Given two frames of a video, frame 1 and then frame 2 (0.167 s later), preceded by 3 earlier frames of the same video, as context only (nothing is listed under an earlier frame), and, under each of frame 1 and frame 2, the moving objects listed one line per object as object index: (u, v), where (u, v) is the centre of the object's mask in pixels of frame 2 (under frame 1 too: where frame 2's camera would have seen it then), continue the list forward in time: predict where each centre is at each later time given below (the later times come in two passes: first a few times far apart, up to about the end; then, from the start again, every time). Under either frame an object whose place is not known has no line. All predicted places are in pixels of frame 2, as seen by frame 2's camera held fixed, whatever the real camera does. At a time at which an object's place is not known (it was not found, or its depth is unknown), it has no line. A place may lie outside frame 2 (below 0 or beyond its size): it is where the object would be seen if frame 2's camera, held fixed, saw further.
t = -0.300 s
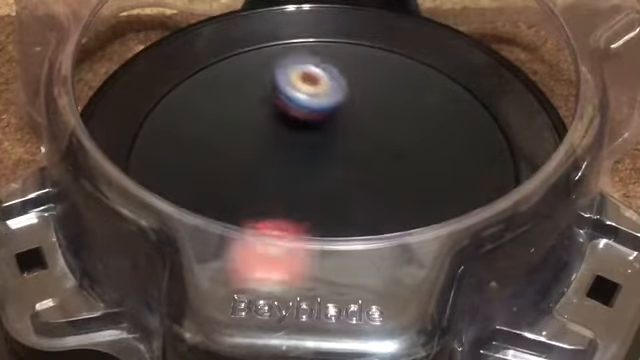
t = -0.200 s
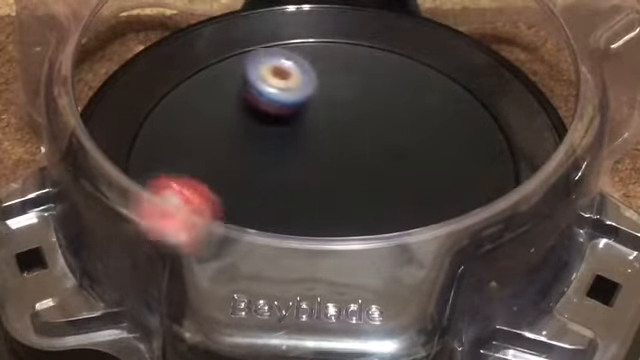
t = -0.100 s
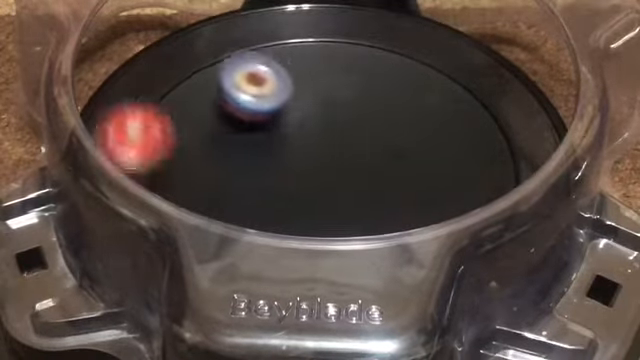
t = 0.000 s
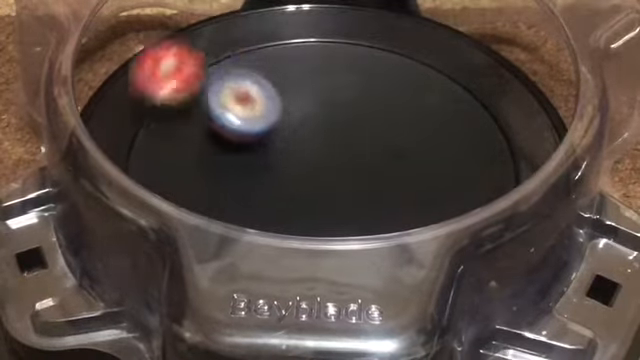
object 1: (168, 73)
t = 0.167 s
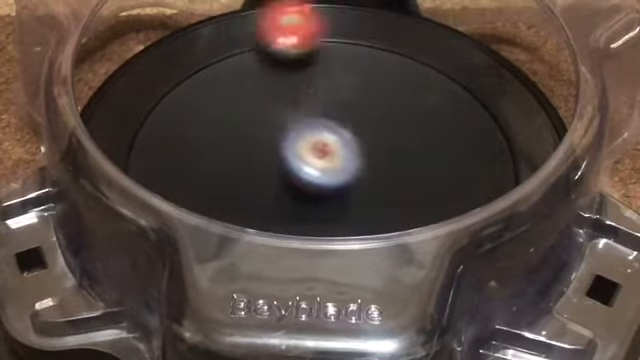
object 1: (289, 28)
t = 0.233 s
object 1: (348, 36)
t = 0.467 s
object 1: (451, 118)
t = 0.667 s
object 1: (399, 198)
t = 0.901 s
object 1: (215, 160)
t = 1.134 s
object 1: (267, 45)
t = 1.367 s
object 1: (435, 98)
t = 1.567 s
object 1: (442, 231)
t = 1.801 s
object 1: (210, 261)
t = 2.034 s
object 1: (151, 117)
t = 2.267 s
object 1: (324, 55)
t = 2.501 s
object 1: (487, 130)
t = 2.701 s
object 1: (459, 254)
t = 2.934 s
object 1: (224, 252)
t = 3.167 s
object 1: (189, 112)
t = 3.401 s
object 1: (340, 43)
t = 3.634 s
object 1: (487, 108)
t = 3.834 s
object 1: (443, 229)
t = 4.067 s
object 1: (228, 233)
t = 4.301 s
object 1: (172, 105)
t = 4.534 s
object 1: (312, 46)
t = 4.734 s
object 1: (439, 105)
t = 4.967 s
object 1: (421, 236)
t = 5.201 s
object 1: (222, 250)
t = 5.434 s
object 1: (180, 128)
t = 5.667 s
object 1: (324, 72)
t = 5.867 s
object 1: (453, 115)
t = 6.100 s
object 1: (446, 228)
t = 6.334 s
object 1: (262, 240)
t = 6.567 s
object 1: (204, 125)
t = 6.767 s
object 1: (297, 60)
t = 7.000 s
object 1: (433, 93)
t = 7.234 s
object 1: (422, 204)
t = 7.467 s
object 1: (250, 233)
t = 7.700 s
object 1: (180, 134)
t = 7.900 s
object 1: (272, 75)
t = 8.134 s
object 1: (413, 111)
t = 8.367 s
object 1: (428, 206)
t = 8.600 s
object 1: (278, 249)
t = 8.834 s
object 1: (209, 152)
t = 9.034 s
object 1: (290, 84)
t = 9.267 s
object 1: (422, 98)
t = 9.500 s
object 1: (437, 193)
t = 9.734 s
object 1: (285, 218)
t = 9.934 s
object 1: (202, 155)
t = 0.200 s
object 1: (320, 30)
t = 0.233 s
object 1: (348, 36)
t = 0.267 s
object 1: (373, 47)
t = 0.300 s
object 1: (397, 63)
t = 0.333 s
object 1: (415, 82)
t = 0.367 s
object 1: (430, 104)
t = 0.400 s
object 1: (440, 115)
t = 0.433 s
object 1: (447, 116)
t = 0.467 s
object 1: (451, 118)
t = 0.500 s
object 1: (452, 124)
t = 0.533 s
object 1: (450, 134)
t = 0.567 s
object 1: (445, 148)
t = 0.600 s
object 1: (436, 165)
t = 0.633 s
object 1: (421, 183)
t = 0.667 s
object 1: (399, 198)
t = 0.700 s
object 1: (372, 209)
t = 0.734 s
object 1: (343, 214)
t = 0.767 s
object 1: (311, 215)
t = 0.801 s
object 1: (282, 207)
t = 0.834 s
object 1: (254, 195)
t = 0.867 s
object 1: (232, 178)
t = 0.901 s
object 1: (215, 160)
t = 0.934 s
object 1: (206, 139)
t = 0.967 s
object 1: (202, 118)
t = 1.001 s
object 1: (205, 99)
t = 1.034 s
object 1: (214, 81)
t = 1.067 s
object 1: (227, 66)
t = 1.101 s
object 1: (246, 53)
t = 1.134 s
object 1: (267, 45)
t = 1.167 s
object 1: (293, 40)
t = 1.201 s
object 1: (321, 38)
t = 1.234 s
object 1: (349, 42)
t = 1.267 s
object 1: (373, 50)
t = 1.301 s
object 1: (397, 63)
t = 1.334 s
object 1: (418, 79)
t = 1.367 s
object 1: (435, 98)
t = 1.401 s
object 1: (451, 119)
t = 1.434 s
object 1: (464, 141)
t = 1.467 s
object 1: (471, 164)
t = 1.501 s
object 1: (466, 182)
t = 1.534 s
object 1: (459, 209)
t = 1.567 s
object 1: (442, 231)
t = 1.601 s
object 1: (421, 250)
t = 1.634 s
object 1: (393, 269)
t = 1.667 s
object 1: (354, 276)
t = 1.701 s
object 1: (317, 279)
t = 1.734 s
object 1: (281, 275)
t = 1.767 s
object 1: (242, 271)
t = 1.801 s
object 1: (210, 261)
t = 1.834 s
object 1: (181, 246)
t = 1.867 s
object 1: (160, 225)
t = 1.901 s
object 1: (147, 202)
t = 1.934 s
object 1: (138, 180)
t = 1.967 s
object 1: (140, 153)
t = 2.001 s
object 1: (141, 136)
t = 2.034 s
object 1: (151, 117)
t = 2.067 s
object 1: (168, 99)
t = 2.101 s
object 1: (189, 84)
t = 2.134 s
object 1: (213, 72)
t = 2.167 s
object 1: (238, 63)
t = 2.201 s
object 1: (264, 58)
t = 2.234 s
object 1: (293, 55)
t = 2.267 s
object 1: (324, 55)
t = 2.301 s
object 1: (354, 57)
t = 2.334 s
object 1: (380, 63)
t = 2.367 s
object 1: (408, 72)
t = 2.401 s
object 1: (431, 83)
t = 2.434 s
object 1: (453, 96)
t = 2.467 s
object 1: (472, 112)
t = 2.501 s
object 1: (487, 130)
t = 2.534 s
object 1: (497, 149)
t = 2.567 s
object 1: (498, 165)
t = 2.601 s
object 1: (498, 191)
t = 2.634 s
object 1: (492, 214)
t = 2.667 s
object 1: (479, 236)
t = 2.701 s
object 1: (459, 254)
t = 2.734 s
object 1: (430, 270)
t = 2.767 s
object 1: (398, 280)
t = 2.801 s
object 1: (361, 280)
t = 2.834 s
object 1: (323, 279)
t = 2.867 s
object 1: (288, 277)
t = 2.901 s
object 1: (253, 268)
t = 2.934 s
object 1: (224, 252)
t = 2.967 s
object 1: (203, 234)
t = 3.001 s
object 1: (188, 216)
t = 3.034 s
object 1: (183, 185)
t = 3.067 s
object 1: (173, 170)
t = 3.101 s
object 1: (171, 152)
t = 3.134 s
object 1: (178, 132)
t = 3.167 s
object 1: (189, 112)
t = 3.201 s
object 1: (203, 96)
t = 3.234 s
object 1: (220, 79)
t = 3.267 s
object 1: (242, 66)
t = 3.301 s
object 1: (264, 58)
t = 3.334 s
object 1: (287, 51)
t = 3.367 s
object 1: (314, 45)
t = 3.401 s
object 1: (340, 43)
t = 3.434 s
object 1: (365, 43)
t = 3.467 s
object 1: (390, 46)
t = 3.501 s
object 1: (414, 53)
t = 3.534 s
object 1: (438, 62)
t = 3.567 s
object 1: (457, 73)
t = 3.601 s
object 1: (474, 90)
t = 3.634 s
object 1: (487, 108)
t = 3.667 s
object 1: (495, 128)
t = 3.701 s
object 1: (498, 149)
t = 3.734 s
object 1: (491, 168)
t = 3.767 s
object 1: (479, 185)
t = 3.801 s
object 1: (466, 211)
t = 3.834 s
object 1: (443, 229)
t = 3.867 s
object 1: (418, 243)
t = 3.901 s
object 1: (390, 253)
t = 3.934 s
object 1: (353, 261)
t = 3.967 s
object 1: (318, 259)
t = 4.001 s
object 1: (284, 254)
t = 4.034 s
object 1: (255, 245)
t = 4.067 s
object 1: (228, 233)
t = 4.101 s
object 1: (204, 218)
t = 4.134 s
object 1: (192, 191)
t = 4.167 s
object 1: (176, 177)
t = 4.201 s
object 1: (165, 161)
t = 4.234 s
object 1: (161, 143)
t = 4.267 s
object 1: (165, 123)
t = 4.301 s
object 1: (172, 105)
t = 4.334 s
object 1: (184, 88)
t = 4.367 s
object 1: (199, 74)
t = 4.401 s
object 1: (218, 63)
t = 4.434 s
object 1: (239, 54)
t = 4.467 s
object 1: (261, 49)
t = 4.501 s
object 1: (287, 46)
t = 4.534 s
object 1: (312, 46)
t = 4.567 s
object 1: (337, 49)
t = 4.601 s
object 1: (360, 55)
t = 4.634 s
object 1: (384, 64)
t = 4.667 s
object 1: (404, 75)
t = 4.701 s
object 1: (423, 89)
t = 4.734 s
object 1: (439, 105)
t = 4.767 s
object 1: (452, 124)
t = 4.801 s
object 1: (458, 143)
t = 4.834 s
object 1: (459, 162)
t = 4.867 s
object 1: (457, 180)
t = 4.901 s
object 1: (449, 195)
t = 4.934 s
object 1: (437, 219)
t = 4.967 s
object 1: (421, 236)
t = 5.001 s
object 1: (400, 252)
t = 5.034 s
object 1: (373, 262)
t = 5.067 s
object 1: (344, 269)
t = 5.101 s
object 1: (312, 271)
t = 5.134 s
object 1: (278, 266)
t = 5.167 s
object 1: (251, 260)
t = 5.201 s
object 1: (222, 250)
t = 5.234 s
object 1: (203, 235)
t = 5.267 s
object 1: (185, 217)
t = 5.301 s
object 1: (173, 198)
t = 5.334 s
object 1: (171, 176)
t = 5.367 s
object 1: (167, 162)
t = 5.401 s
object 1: (170, 145)
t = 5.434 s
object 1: (180, 128)
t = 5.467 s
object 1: (193, 113)
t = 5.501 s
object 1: (210, 100)
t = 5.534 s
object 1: (231, 90)
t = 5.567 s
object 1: (251, 82)
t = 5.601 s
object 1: (275, 75)
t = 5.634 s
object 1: (299, 73)
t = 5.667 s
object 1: (324, 72)
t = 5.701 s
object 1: (348, 73)
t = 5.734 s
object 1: (371, 77)
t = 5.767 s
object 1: (394, 83)
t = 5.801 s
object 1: (417, 91)
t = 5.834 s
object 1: (436, 102)
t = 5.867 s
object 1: (453, 115)
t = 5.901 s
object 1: (466, 129)
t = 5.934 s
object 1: (475, 145)
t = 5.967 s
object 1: (479, 162)
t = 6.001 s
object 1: (478, 176)
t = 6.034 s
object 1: (470, 189)
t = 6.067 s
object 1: (463, 213)
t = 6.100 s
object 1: (446, 228)
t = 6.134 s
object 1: (426, 243)
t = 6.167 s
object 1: (404, 254)
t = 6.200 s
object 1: (376, 262)
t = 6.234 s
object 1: (345, 262)
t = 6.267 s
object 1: (313, 257)
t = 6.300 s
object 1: (284, 251)
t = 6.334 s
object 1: (262, 240)
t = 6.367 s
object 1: (241, 226)
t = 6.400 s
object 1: (227, 203)
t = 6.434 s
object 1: (210, 192)
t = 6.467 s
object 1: (201, 177)
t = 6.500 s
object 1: (198, 160)
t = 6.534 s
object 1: (199, 142)
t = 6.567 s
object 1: (204, 125)
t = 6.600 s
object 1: (214, 110)
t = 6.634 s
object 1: (227, 96)
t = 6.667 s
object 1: (240, 83)
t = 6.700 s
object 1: (258, 73)
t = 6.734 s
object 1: (277, 65)
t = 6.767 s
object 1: (297, 60)
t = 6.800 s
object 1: (319, 57)
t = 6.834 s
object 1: (340, 56)
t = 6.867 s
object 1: (361, 58)
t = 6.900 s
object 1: (380, 63)
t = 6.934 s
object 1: (401, 70)
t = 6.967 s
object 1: (419, 79)
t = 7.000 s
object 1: (433, 93)
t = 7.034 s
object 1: (444, 107)
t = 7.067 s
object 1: (452, 124)
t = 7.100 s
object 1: (456, 141)
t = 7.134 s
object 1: (456, 160)
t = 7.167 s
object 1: (450, 177)
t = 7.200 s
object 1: (439, 192)
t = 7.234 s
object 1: (422, 204)
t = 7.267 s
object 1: (402, 212)
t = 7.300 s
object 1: (380, 219)
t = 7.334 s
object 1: (355, 224)
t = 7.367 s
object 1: (328, 244)
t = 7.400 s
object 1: (301, 243)
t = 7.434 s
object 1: (275, 241)
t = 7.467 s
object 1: (250, 233)
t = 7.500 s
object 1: (234, 209)
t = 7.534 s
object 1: (214, 200)
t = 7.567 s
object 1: (198, 191)
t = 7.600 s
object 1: (185, 179)
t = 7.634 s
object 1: (178, 166)
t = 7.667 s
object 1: (176, 149)
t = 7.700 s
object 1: (180, 134)
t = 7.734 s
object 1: (187, 119)
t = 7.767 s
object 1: (199, 106)
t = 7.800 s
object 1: (214, 94)
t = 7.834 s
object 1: (231, 85)
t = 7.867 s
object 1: (251, 78)
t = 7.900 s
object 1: (272, 75)
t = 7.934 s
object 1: (293, 73)
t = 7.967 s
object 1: (317, 74)
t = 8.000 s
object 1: (338, 78)
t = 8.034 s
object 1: (360, 83)
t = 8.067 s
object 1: (379, 90)
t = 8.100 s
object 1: (397, 100)
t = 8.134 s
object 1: (413, 111)
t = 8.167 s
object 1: (427, 125)
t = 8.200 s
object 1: (438, 139)
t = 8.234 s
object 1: (445, 155)
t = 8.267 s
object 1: (448, 170)
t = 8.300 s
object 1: (446, 185)
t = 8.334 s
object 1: (440, 197)
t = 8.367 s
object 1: (428, 206)
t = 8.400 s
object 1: (421, 228)
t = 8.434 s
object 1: (403, 243)
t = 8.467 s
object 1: (379, 253)
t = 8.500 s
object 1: (358, 257)
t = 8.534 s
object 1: (332, 259)
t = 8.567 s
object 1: (305, 256)
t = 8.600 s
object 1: (278, 249)
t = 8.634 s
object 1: (258, 241)
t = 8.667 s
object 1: (246, 215)
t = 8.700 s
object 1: (230, 205)
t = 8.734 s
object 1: (216, 195)
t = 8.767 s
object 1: (207, 183)
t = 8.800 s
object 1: (205, 168)
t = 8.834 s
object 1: (209, 152)
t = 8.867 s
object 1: (216, 136)
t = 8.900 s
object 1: (225, 123)
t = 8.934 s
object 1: (237, 111)
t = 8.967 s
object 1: (253, 100)
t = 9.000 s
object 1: (270, 91)
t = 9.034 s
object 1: (290, 84)
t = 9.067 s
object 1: (310, 79)
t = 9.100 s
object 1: (330, 76)
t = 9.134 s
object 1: (350, 76)
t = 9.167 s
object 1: (370, 78)
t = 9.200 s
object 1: (390, 82)
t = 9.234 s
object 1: (407, 89)
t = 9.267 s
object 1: (422, 98)
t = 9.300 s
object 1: (436, 110)
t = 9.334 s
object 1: (447, 122)
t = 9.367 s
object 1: (455, 136)
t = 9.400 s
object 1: (457, 151)
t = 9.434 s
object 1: (455, 167)
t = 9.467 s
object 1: (450, 181)
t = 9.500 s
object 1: (437, 193)
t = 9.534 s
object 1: (420, 203)
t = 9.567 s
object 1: (401, 211)
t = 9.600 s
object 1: (381, 216)
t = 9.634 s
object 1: (358, 220)
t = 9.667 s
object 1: (334, 221)
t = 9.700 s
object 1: (308, 220)
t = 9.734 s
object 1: (285, 218)
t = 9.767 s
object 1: (265, 212)
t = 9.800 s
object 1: (246, 205)
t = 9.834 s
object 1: (228, 197)
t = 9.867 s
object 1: (215, 185)
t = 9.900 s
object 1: (207, 170)
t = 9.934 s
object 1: (202, 155)
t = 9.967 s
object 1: (203, 140)
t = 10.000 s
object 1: (206, 126)
